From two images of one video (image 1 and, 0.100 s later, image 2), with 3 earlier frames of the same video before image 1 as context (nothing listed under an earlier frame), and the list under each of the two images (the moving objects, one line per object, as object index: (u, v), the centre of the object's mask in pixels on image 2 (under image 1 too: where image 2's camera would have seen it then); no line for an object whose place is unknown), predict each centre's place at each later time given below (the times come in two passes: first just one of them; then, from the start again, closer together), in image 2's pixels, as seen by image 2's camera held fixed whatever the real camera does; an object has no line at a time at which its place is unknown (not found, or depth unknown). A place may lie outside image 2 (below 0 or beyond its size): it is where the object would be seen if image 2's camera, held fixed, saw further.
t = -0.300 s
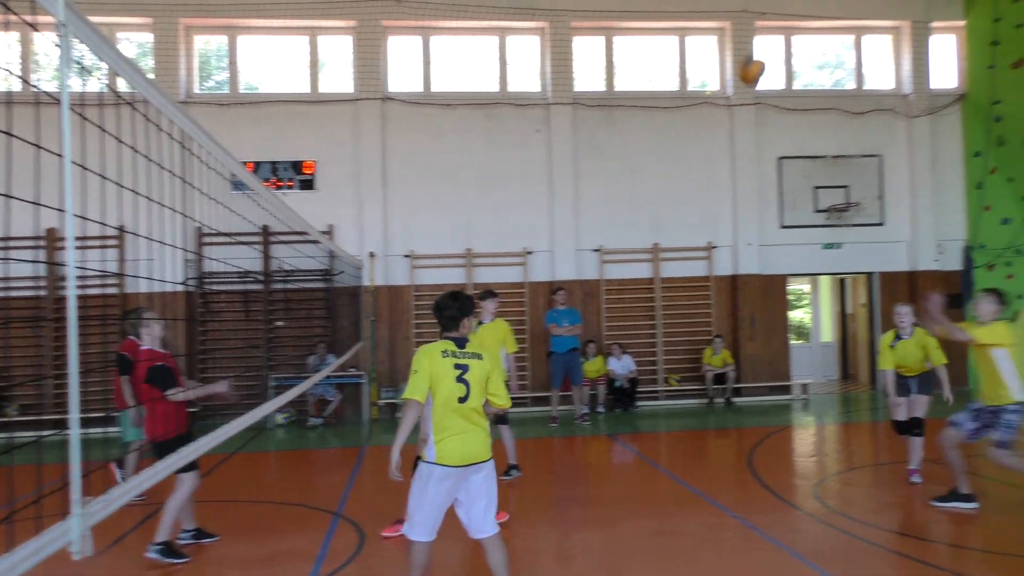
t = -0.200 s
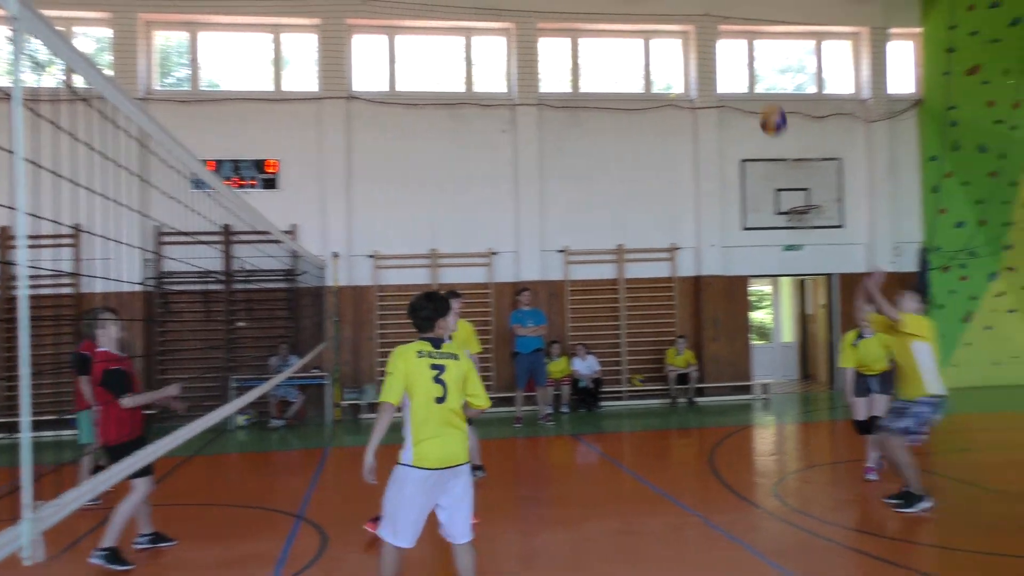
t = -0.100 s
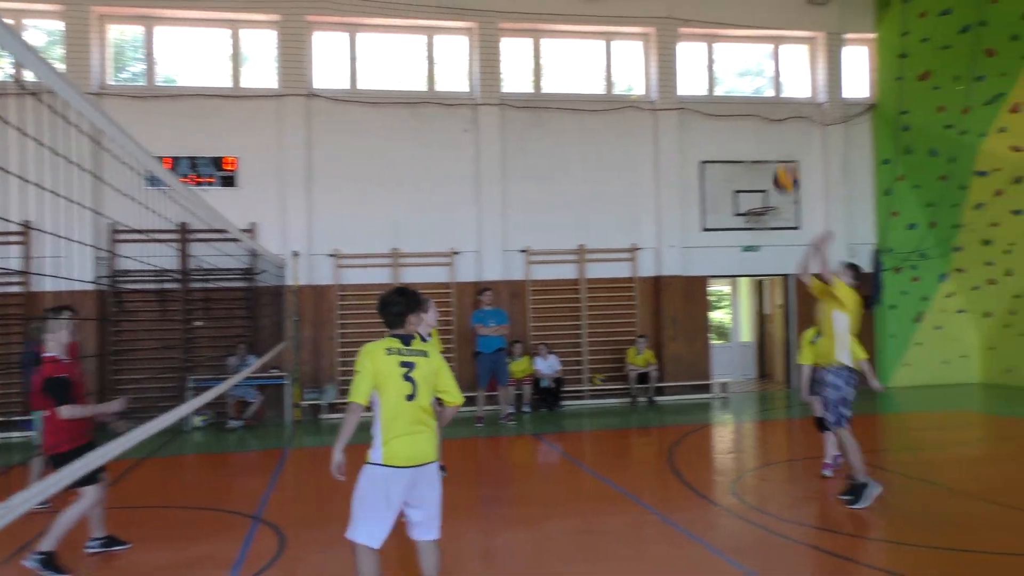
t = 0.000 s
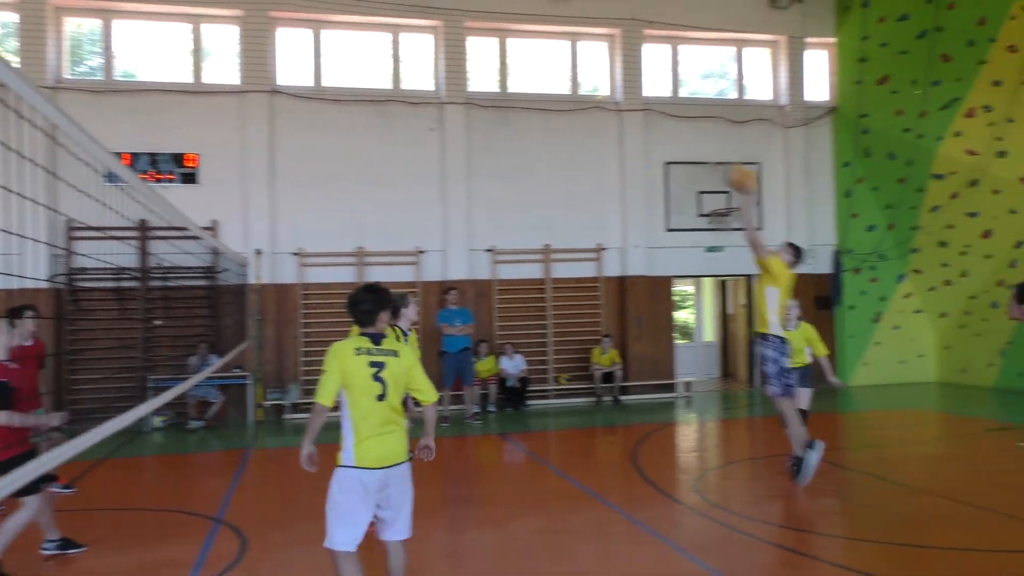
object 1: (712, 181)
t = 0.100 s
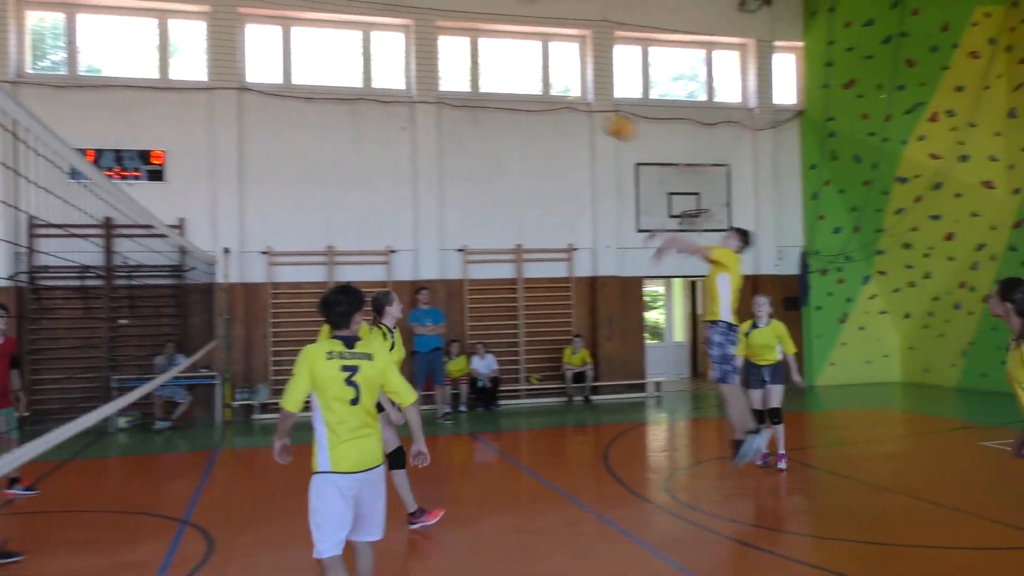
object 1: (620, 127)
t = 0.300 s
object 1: (434, 48)
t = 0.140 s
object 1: (583, 109)
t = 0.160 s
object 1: (565, 99)
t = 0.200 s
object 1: (531, 82)
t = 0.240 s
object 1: (493, 69)
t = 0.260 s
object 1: (475, 63)
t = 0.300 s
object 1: (434, 48)
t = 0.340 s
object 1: (402, 38)
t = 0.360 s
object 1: (381, 32)
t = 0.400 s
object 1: (346, 27)
